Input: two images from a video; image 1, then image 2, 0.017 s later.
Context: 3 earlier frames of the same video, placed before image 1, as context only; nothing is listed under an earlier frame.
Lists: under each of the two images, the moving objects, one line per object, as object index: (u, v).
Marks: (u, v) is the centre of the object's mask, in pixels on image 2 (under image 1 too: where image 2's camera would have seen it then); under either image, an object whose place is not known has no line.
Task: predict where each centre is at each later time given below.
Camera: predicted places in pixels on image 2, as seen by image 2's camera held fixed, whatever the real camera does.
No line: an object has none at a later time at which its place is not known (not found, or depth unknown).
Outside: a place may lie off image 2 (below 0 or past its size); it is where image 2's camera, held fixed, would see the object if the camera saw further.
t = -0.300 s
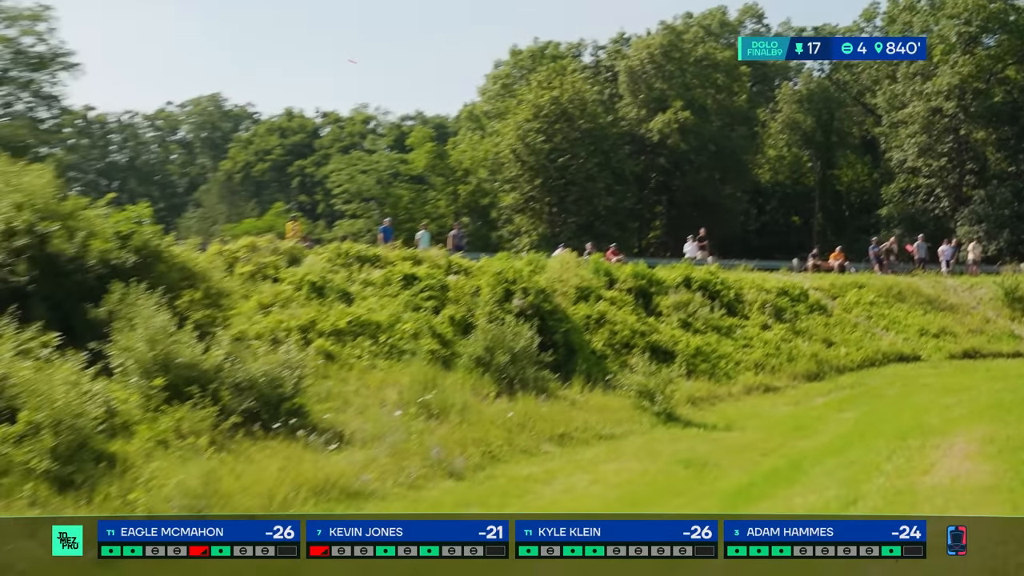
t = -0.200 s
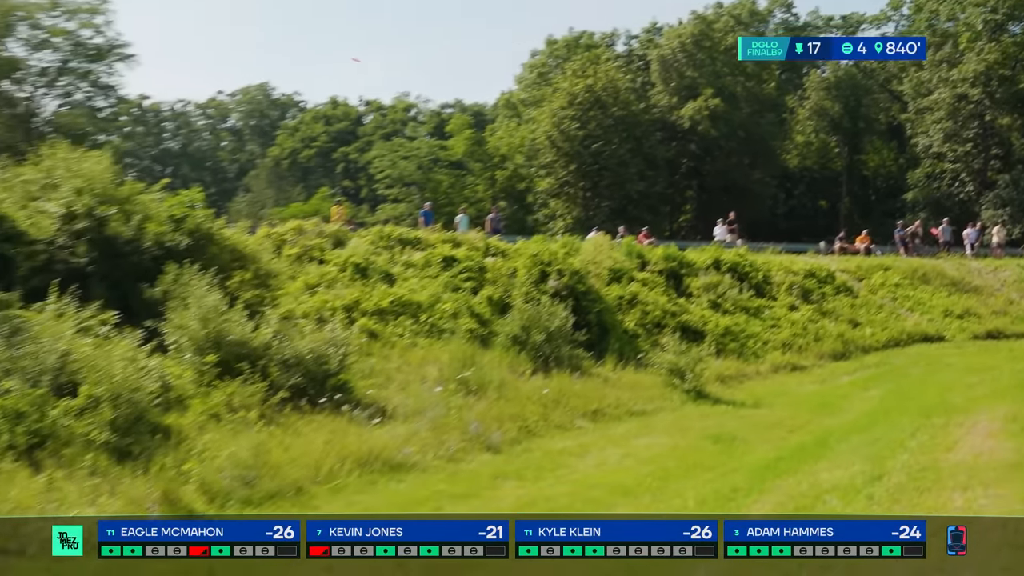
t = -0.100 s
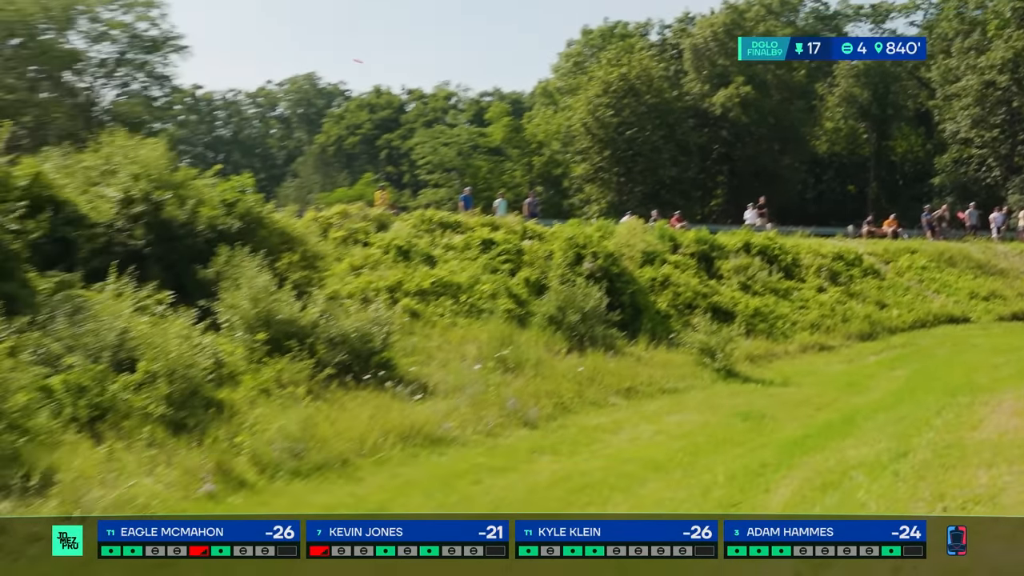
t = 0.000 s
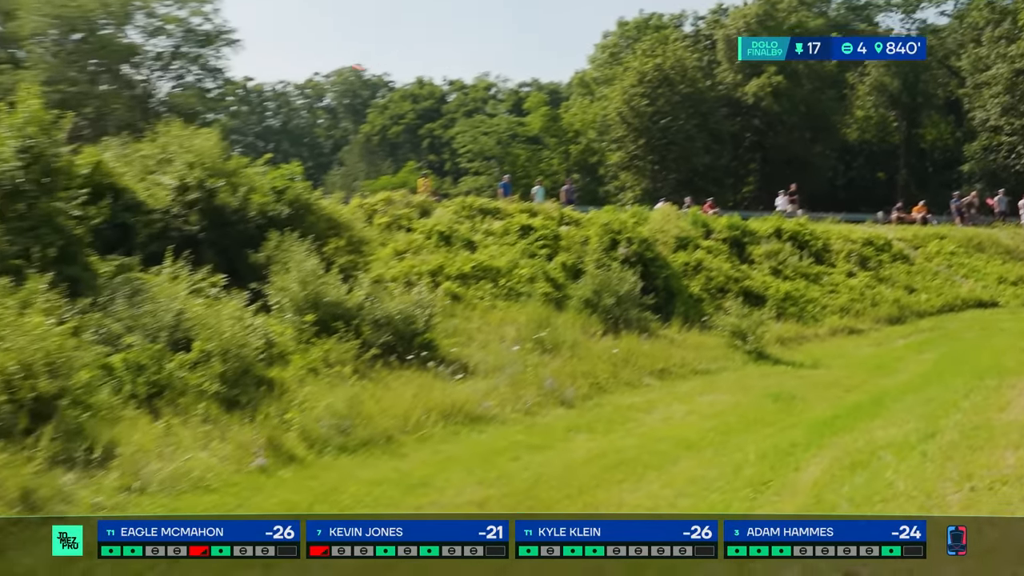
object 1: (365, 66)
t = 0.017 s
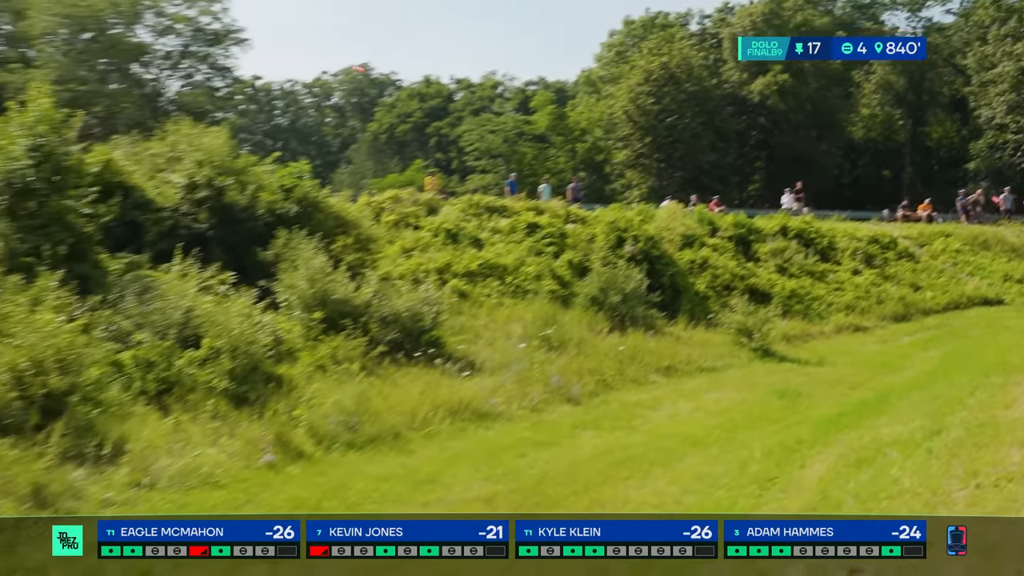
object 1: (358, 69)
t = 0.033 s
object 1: (351, 72)
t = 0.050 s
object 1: (344, 74)
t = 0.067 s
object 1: (337, 77)
